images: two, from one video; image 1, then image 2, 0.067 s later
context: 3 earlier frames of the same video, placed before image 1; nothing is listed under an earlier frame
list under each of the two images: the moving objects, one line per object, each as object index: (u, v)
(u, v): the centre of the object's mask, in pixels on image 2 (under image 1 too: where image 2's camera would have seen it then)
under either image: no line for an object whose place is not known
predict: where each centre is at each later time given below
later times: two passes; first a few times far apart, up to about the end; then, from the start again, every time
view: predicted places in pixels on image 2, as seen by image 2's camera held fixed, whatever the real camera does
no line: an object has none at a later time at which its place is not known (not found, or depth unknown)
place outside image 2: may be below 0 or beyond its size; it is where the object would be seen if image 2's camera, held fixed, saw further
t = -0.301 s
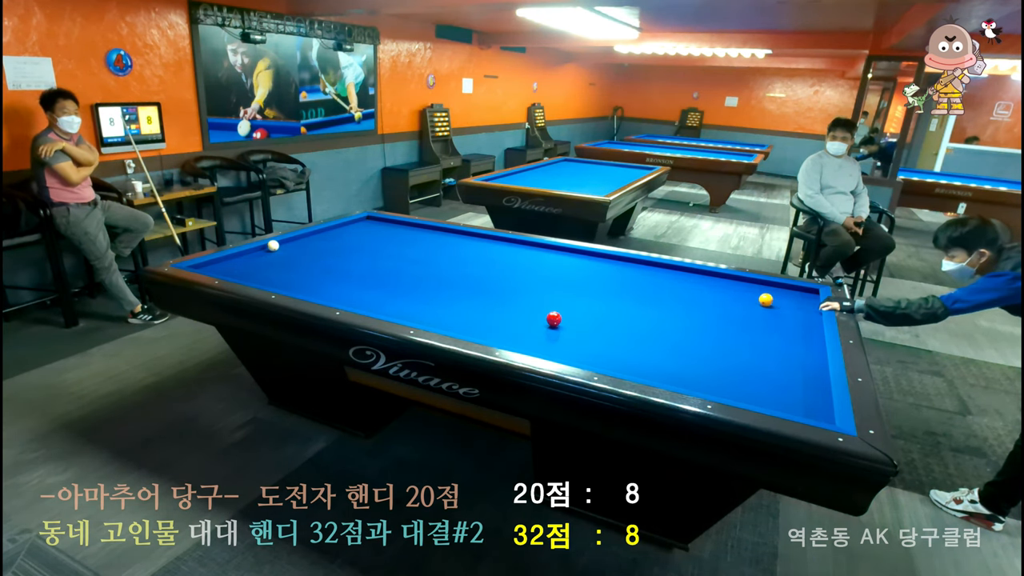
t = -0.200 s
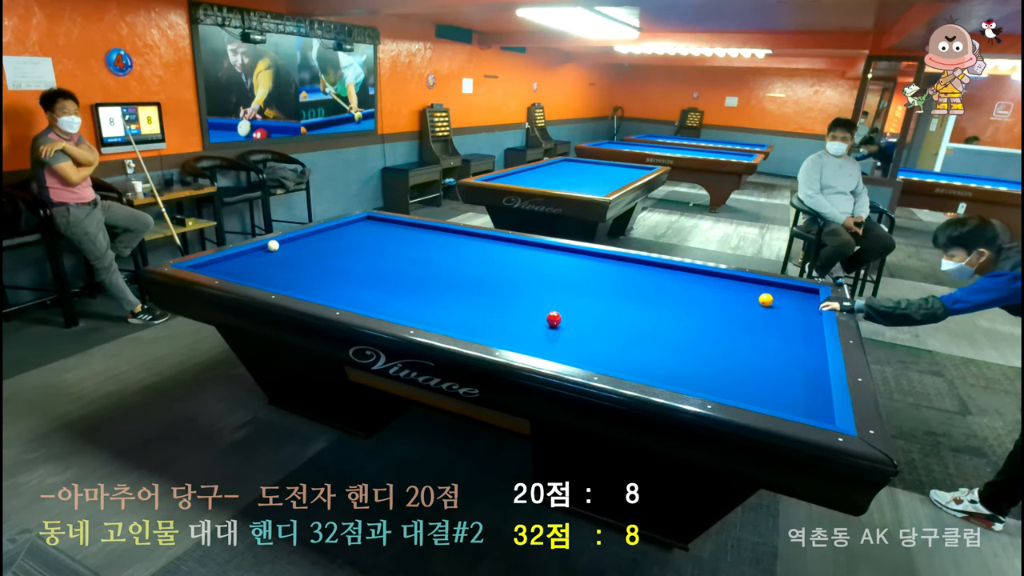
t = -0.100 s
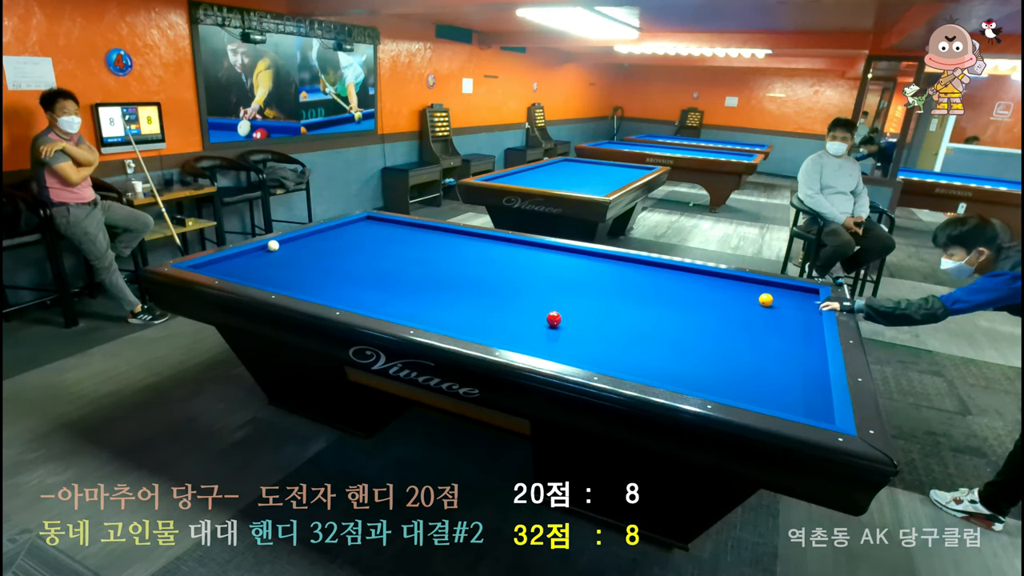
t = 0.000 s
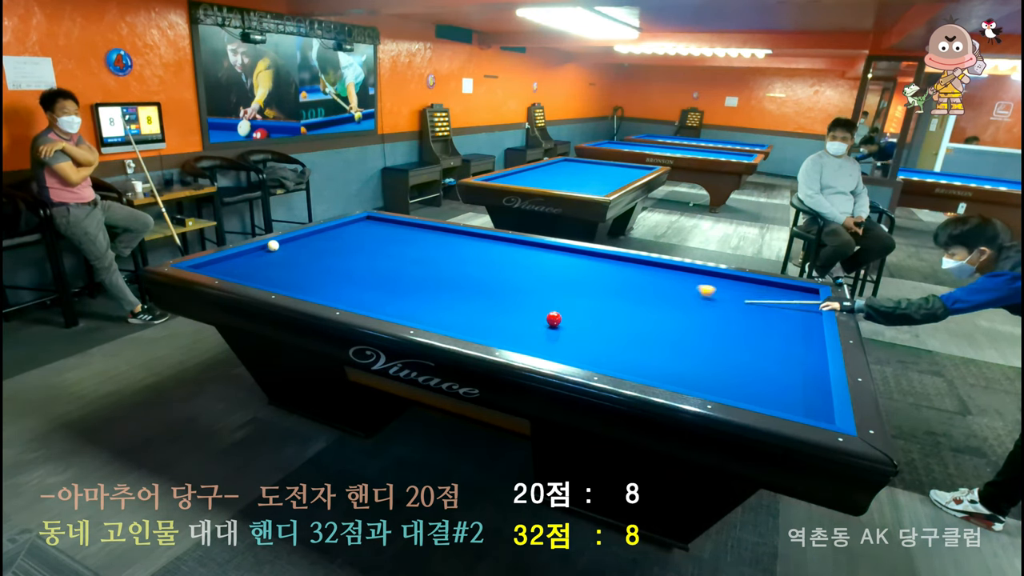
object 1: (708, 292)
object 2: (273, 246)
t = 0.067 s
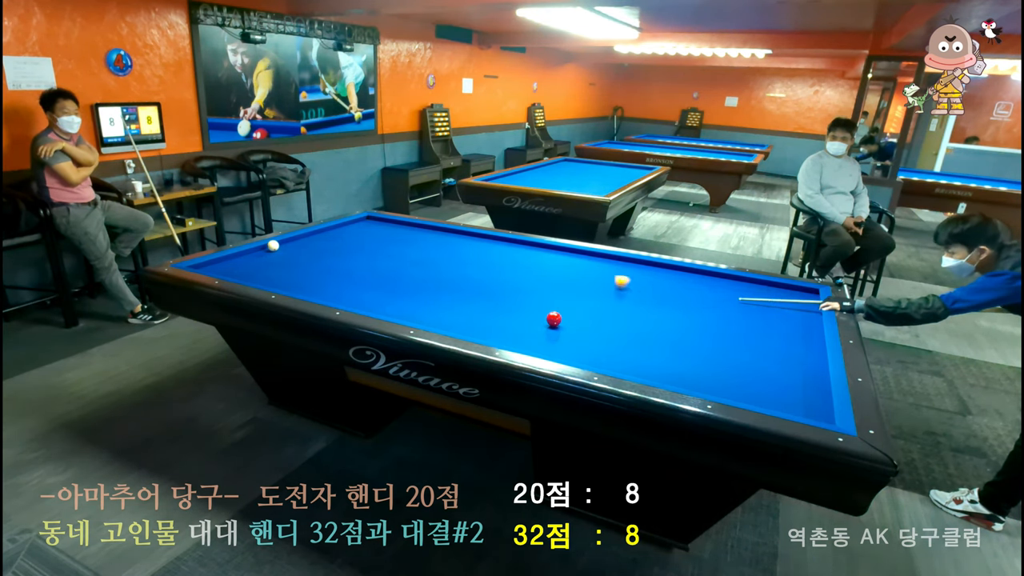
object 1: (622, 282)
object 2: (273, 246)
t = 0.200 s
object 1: (468, 265)
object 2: (273, 246)
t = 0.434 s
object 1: (315, 246)
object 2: (249, 251)
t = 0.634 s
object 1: (440, 261)
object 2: (210, 267)
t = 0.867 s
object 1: (588, 278)
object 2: (245, 261)
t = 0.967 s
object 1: (650, 286)
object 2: (261, 259)
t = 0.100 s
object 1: (581, 278)
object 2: (273, 246)
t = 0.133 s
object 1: (542, 273)
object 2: (273, 246)
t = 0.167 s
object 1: (504, 269)
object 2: (273, 246)
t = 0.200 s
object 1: (468, 265)
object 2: (273, 246)
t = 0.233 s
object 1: (433, 261)
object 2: (272, 246)
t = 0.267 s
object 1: (399, 257)
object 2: (273, 246)
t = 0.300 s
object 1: (367, 253)
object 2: (273, 246)
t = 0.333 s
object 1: (336, 250)
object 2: (272, 246)
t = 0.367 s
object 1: (306, 246)
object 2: (272, 246)
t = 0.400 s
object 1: (281, 242)
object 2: (270, 246)
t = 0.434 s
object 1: (315, 246)
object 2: (249, 251)
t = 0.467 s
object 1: (335, 249)
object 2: (242, 254)
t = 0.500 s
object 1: (356, 251)
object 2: (235, 256)
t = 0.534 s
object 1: (377, 253)
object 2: (229, 259)
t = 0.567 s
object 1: (398, 256)
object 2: (222, 262)
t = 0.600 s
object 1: (418, 258)
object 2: (215, 265)
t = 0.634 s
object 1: (440, 261)
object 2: (210, 267)
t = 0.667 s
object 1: (461, 263)
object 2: (205, 268)
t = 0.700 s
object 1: (482, 266)
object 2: (213, 267)
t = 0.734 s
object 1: (503, 268)
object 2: (219, 267)
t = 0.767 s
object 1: (524, 271)
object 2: (227, 265)
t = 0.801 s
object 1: (545, 273)
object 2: (233, 264)
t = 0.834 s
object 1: (566, 276)
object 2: (239, 263)
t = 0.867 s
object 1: (588, 278)
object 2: (245, 261)
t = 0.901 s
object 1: (608, 281)
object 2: (250, 260)
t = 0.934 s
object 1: (629, 283)
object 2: (255, 260)
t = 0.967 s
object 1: (650, 286)
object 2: (261, 259)
